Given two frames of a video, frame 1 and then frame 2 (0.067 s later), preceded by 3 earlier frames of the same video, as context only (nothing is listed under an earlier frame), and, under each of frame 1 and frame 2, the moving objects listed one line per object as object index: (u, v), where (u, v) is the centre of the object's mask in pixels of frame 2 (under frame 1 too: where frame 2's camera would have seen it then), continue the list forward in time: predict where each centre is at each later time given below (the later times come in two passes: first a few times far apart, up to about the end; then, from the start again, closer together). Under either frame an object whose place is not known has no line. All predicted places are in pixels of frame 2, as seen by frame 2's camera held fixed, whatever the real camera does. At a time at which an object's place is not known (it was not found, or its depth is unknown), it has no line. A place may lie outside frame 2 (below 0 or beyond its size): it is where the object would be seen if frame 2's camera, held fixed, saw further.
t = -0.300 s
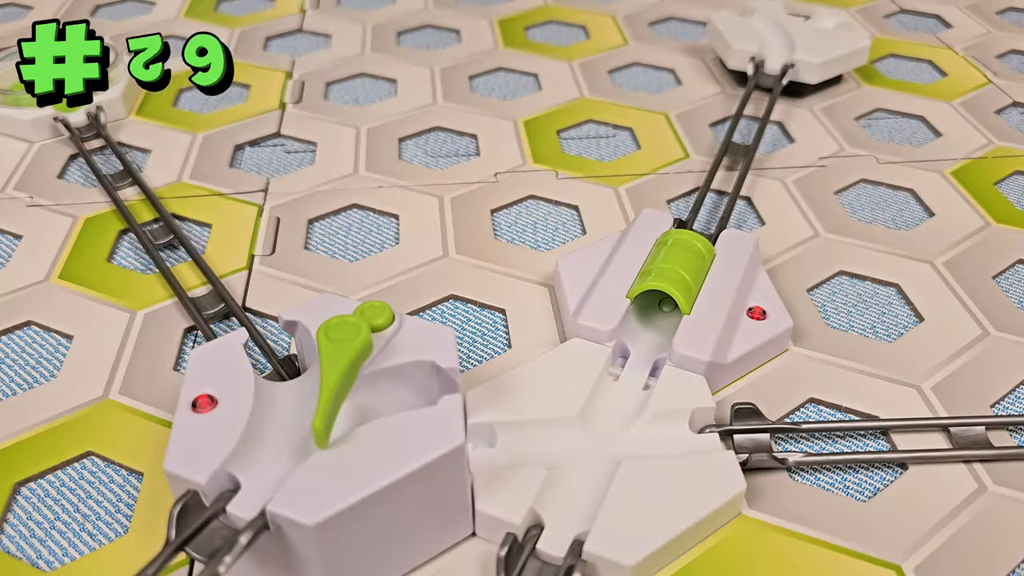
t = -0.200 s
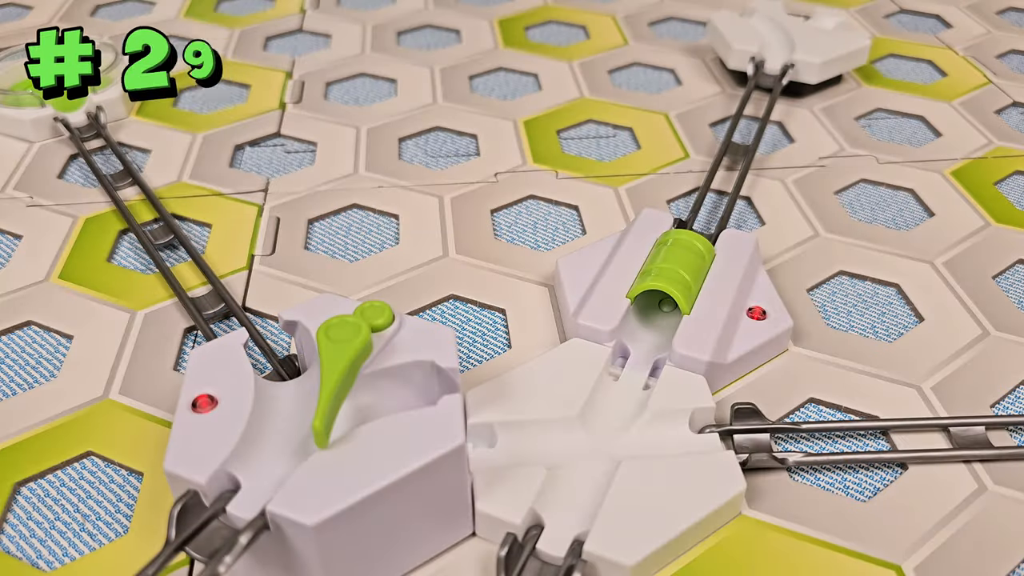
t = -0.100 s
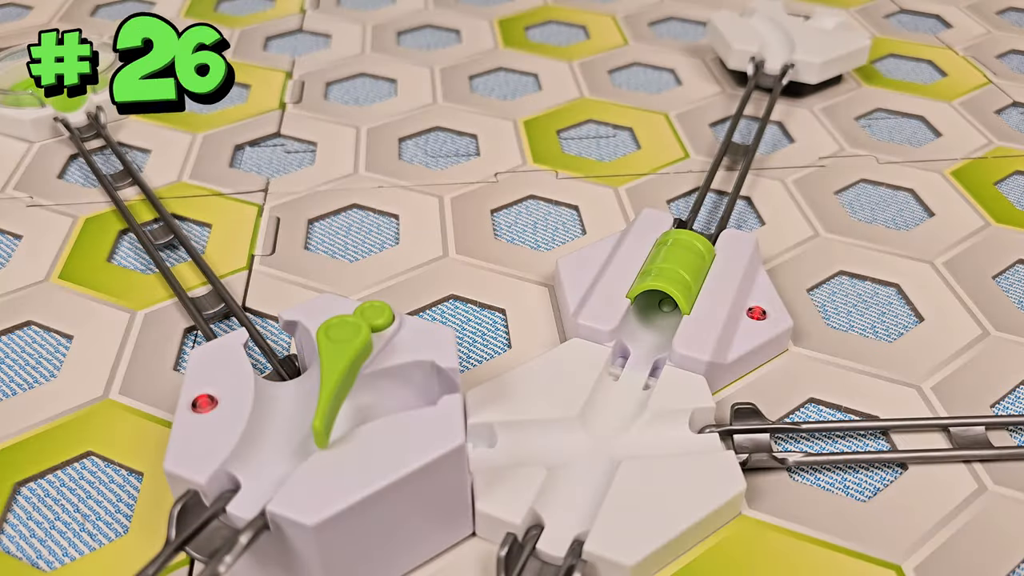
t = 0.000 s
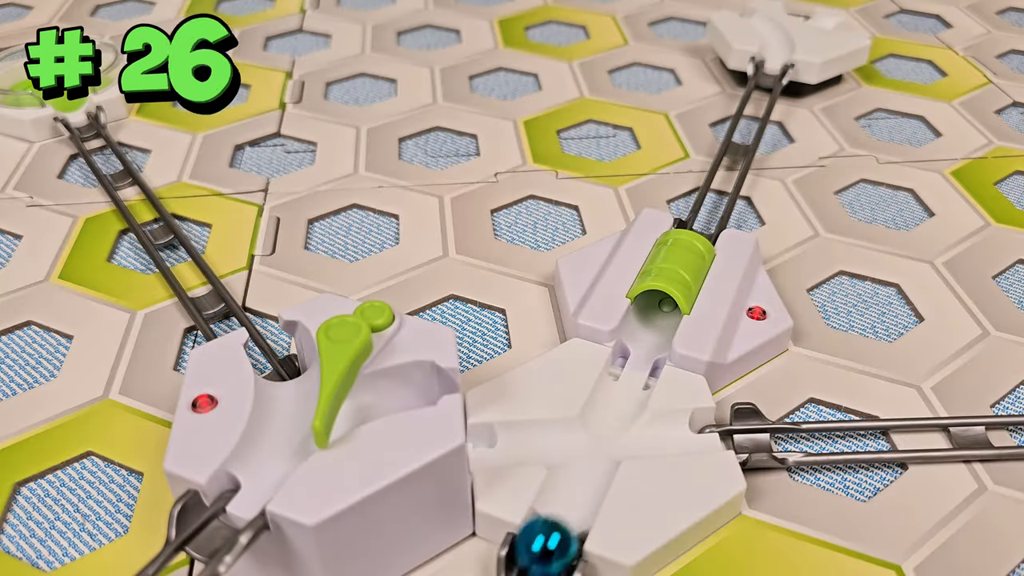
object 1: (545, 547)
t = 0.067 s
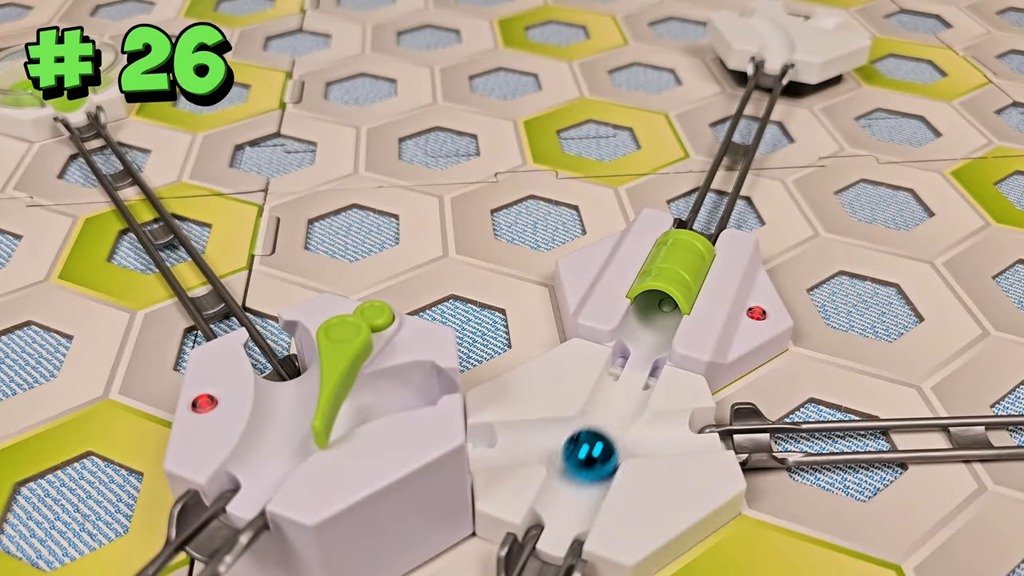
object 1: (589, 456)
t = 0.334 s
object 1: (701, 226)
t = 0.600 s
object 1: (739, 138)
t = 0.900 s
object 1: (754, 102)
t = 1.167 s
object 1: (746, 123)
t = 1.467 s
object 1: (706, 213)
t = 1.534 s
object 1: (700, 230)
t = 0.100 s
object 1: (607, 416)
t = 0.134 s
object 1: (625, 379)
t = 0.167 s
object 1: (642, 346)
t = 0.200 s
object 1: (655, 315)
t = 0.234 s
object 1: (664, 301)
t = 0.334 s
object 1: (701, 226)
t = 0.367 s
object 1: (704, 216)
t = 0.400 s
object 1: (711, 202)
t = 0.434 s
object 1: (717, 189)
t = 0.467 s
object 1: (722, 176)
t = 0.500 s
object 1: (727, 165)
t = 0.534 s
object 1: (732, 155)
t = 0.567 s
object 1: (736, 145)
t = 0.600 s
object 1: (739, 138)
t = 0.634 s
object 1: (742, 131)
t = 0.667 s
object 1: (745, 124)
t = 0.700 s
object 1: (747, 118)
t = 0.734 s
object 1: (749, 113)
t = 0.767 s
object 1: (751, 109)
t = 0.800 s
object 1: (752, 106)
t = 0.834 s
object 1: (753, 104)
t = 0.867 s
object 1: (754, 102)
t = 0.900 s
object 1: (754, 102)
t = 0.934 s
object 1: (754, 102)
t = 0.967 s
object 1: (754, 102)
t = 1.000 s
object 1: (754, 104)
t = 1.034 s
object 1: (753, 106)
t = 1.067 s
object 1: (751, 109)
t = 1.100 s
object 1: (750, 113)
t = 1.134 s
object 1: (748, 117)
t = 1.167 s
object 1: (746, 123)
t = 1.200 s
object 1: (743, 130)
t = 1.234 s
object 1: (740, 137)
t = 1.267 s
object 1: (736, 144)
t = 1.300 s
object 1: (733, 153)
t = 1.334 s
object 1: (728, 163)
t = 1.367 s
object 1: (723, 175)
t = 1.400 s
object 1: (718, 186)
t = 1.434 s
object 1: (712, 199)
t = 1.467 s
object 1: (706, 213)
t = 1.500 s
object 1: (701, 223)
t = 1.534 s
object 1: (700, 230)
